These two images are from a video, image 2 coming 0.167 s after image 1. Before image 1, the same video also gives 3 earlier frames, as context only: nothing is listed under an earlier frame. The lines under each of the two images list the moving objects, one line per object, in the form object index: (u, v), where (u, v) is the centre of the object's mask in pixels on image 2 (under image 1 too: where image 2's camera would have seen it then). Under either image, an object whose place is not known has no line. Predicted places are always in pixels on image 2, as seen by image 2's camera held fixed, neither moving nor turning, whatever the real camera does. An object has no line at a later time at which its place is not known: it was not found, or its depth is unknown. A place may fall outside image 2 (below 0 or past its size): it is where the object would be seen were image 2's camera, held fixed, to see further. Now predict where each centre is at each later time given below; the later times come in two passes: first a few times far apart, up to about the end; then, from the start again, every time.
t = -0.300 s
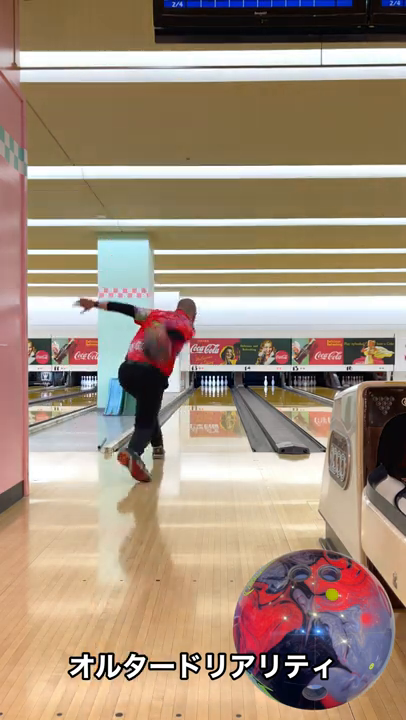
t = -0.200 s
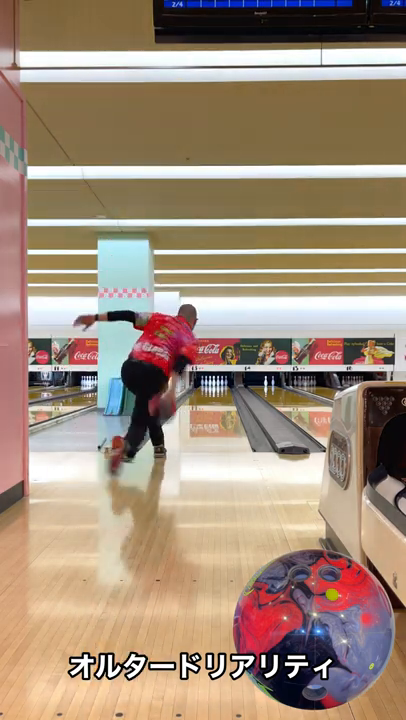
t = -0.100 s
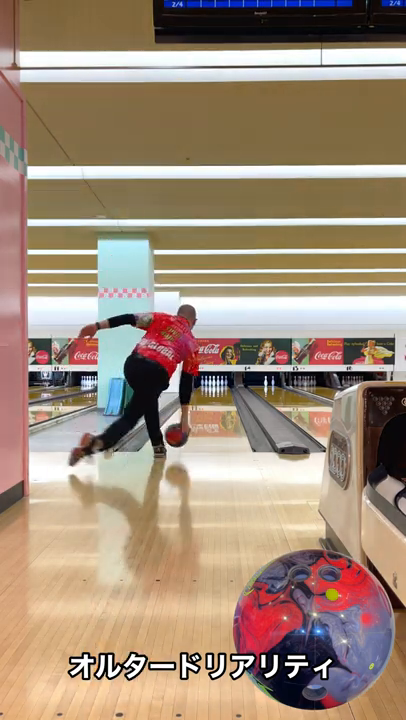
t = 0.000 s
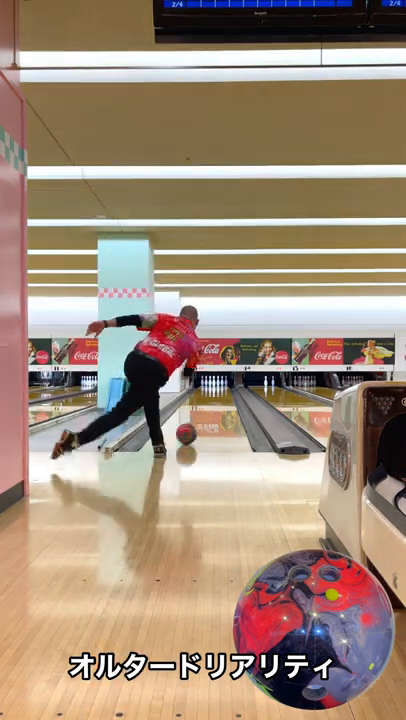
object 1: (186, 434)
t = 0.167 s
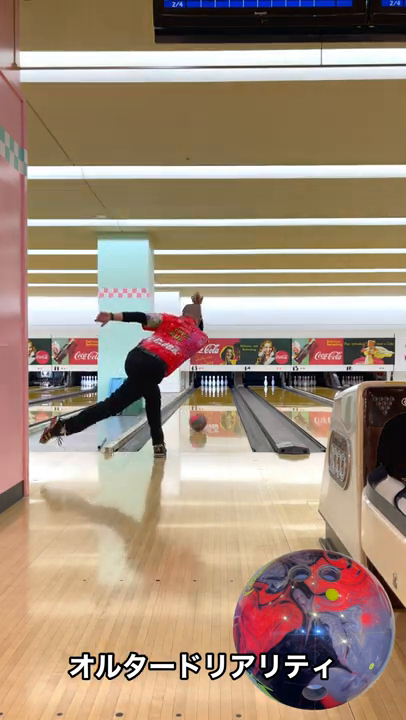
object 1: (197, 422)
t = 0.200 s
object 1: (200, 419)
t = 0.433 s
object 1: (210, 410)
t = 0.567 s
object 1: (213, 405)
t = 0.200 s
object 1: (200, 419)
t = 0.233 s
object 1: (201, 418)
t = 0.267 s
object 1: (203, 416)
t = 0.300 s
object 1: (204, 415)
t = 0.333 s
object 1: (206, 414)
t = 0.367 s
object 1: (207, 412)
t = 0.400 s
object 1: (208, 411)
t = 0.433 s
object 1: (210, 410)
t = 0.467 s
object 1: (210, 408)
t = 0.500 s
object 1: (211, 407)
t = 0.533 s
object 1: (212, 406)
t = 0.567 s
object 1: (213, 405)
